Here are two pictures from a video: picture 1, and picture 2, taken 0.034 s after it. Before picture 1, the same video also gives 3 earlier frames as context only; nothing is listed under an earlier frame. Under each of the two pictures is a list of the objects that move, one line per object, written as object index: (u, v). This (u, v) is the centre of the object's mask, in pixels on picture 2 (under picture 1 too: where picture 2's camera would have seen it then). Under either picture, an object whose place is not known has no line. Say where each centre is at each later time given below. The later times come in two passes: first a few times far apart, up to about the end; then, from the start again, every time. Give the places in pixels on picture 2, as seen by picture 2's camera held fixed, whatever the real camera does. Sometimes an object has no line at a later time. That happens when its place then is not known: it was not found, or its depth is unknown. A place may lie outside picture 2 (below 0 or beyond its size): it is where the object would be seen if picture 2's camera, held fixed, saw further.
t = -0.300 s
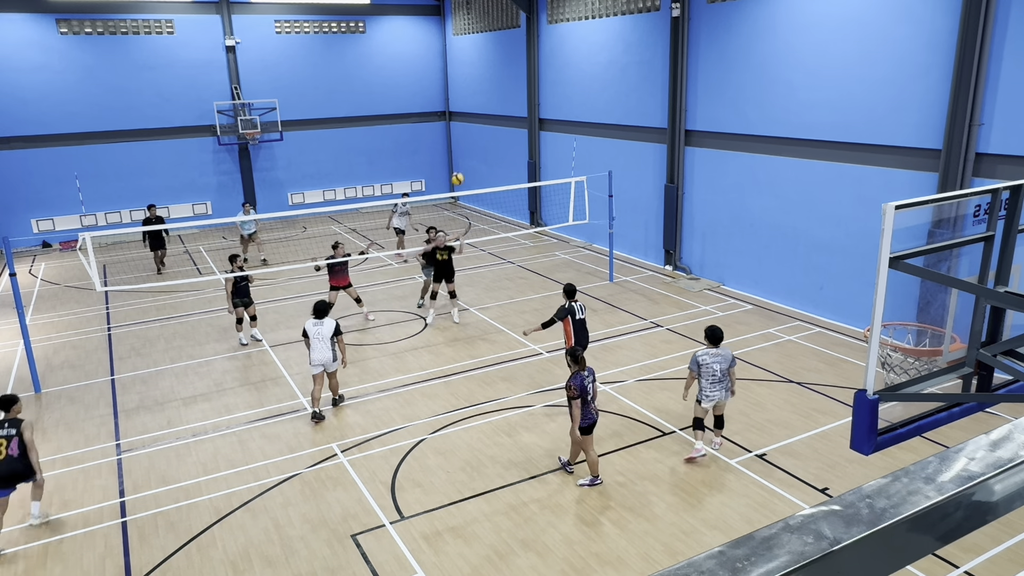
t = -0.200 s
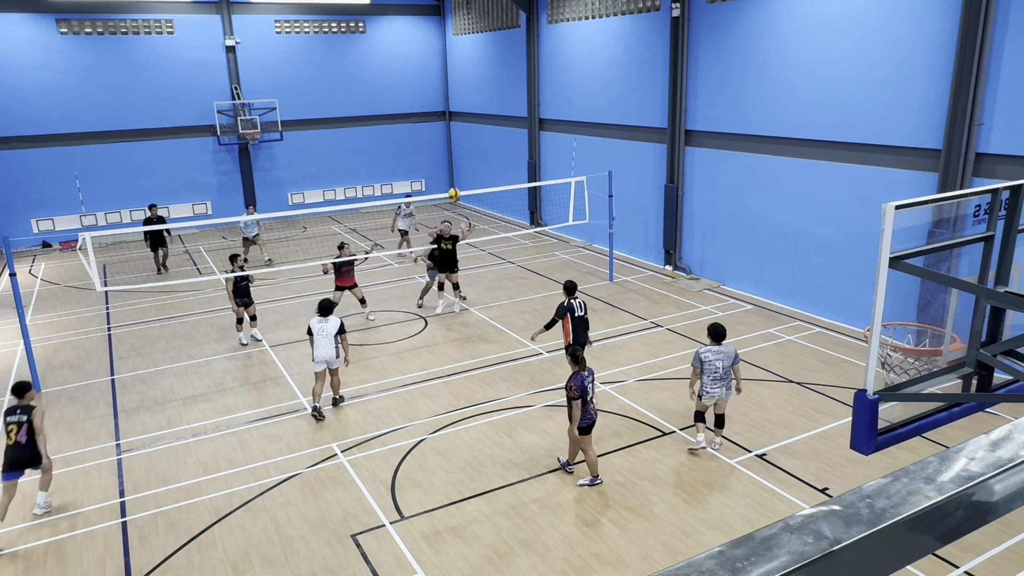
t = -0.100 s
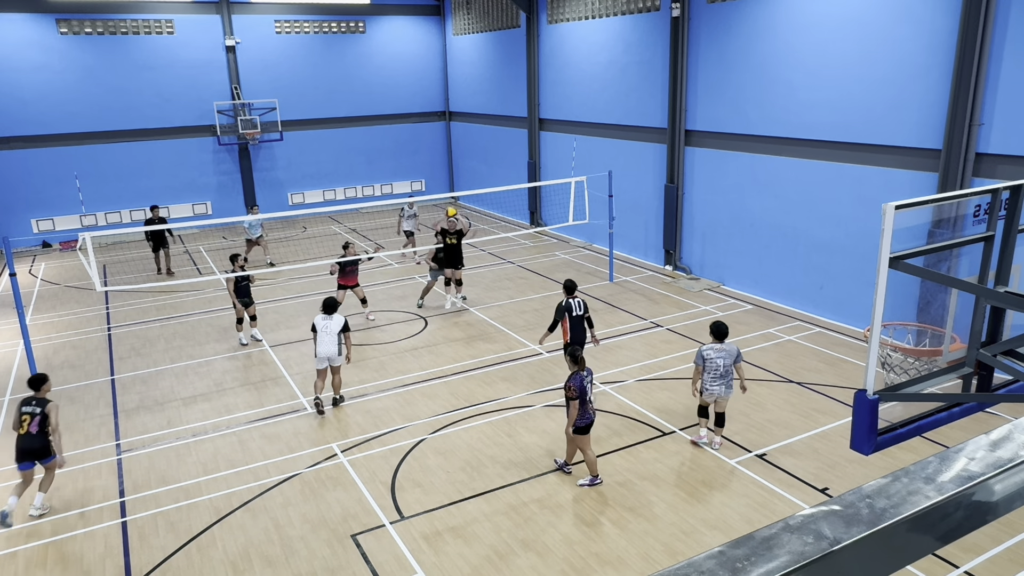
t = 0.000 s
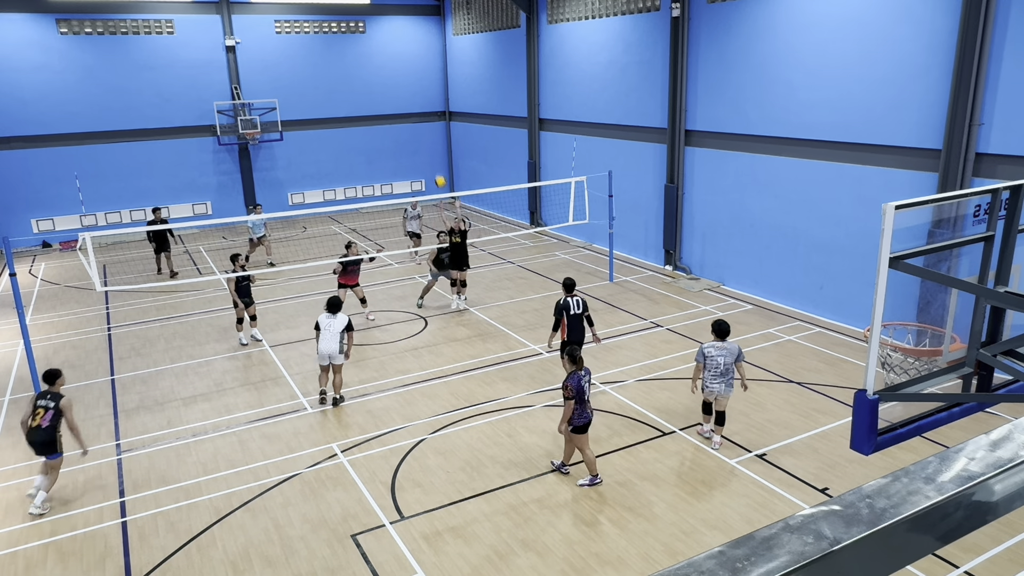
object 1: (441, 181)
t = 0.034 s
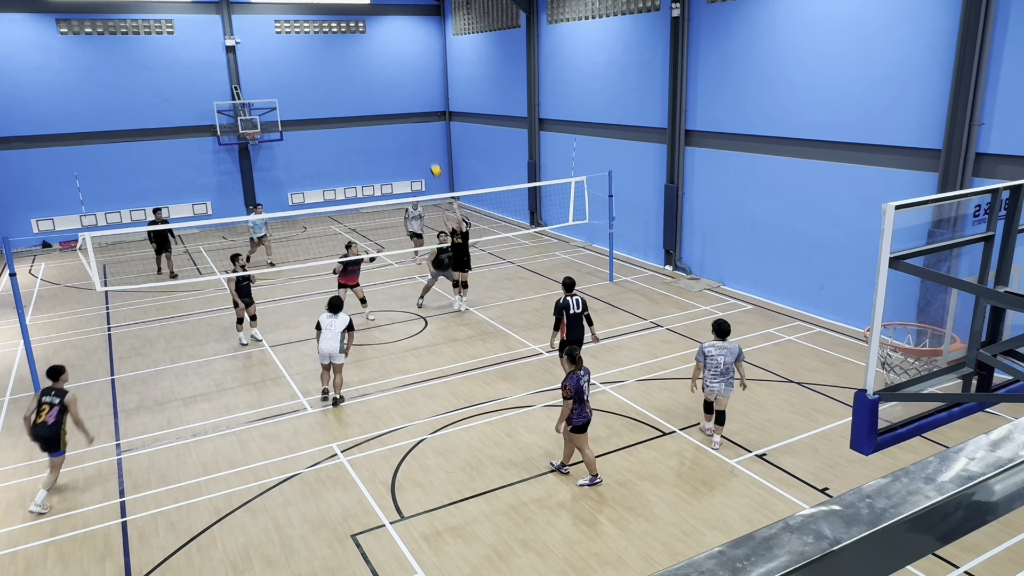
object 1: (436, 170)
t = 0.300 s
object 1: (401, 101)
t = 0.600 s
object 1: (363, 73)
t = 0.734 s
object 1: (348, 77)
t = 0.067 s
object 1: (432, 160)
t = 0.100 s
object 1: (427, 150)
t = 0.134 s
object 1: (423, 140)
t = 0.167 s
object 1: (419, 131)
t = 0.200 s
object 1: (414, 122)
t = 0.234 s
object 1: (410, 115)
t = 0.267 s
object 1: (406, 108)
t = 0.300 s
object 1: (401, 101)
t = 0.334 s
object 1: (397, 96)
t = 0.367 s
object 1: (393, 91)
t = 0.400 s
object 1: (389, 86)
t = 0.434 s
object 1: (384, 82)
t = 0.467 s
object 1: (380, 79)
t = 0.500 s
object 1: (376, 77)
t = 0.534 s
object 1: (372, 75)
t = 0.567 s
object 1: (367, 74)
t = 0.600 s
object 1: (363, 73)
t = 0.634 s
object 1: (359, 73)
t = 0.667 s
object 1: (356, 74)
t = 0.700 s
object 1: (352, 75)
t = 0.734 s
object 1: (348, 77)
